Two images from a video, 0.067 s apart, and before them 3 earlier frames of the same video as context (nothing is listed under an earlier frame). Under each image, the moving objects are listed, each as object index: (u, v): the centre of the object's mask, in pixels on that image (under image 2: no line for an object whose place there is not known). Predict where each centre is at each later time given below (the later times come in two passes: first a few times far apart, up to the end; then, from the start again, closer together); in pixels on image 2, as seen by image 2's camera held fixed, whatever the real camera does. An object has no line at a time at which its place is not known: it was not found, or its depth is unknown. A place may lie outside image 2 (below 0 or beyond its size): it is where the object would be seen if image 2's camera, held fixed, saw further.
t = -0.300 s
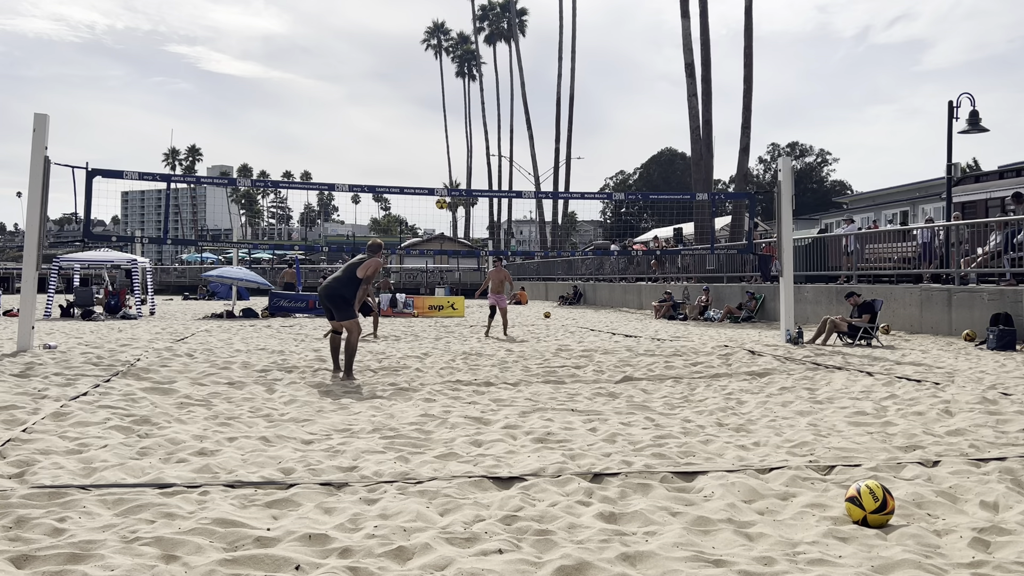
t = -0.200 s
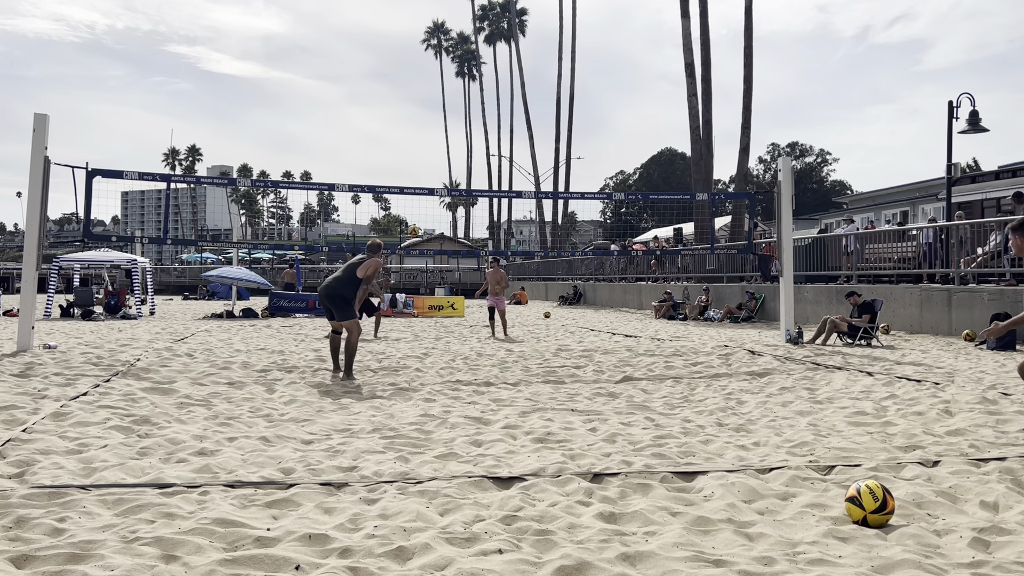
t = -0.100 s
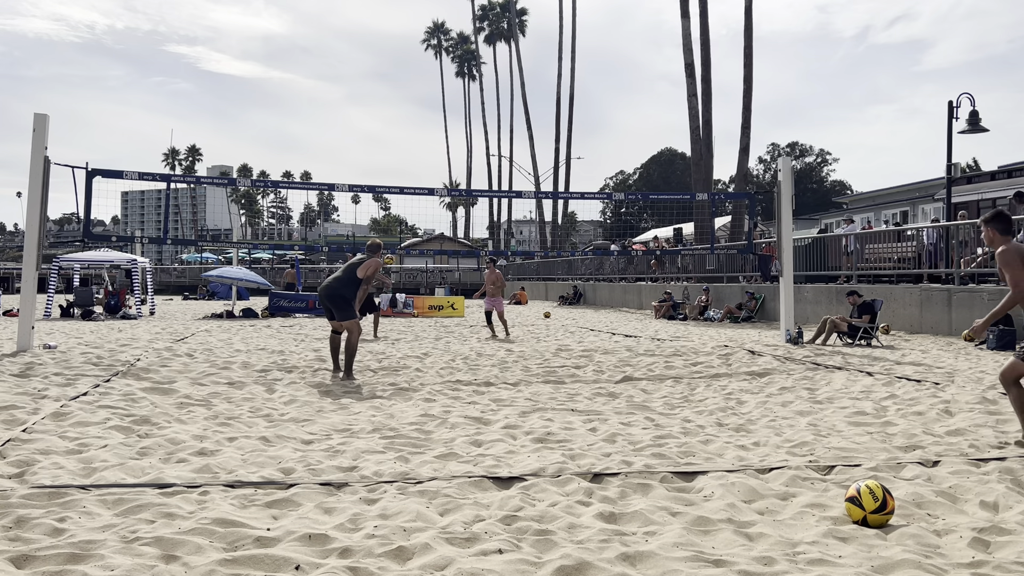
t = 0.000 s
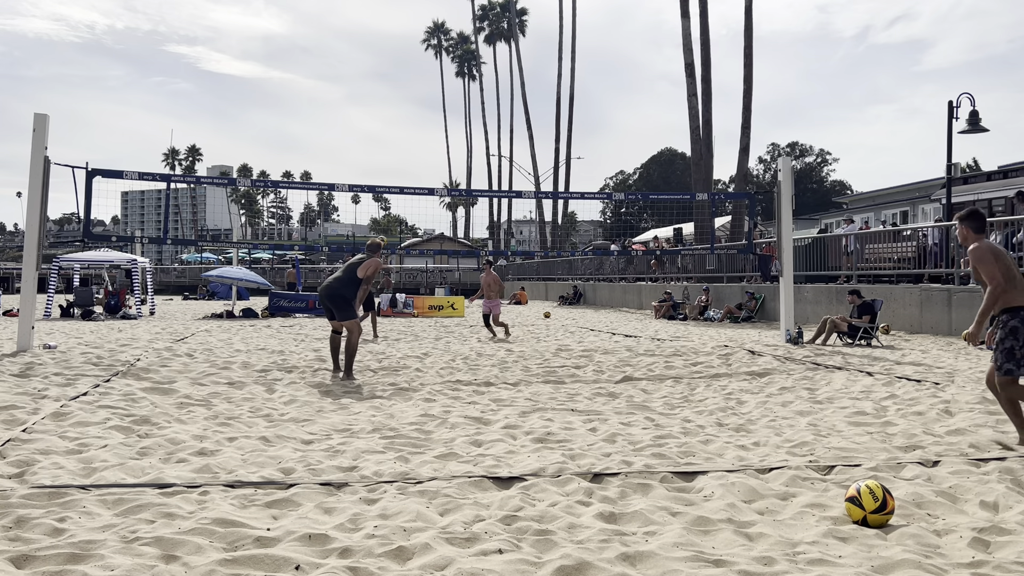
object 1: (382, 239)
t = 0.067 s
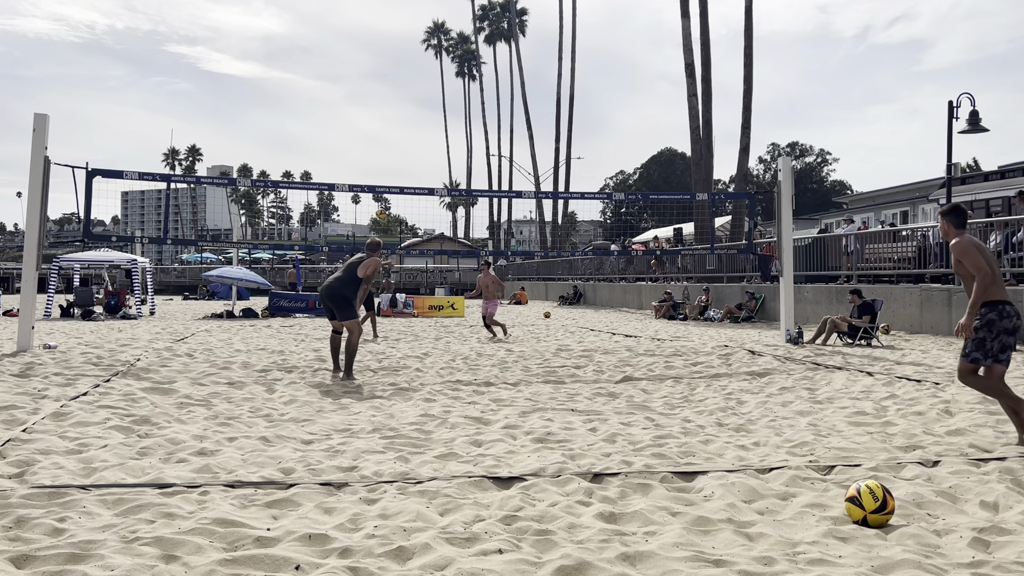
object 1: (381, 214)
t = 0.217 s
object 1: (379, 159)
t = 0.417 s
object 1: (375, 100)
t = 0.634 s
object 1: (370, 58)
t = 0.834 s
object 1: (365, 40)
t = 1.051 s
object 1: (359, 43)
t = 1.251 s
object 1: (354, 70)
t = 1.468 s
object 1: (348, 125)
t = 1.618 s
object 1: (345, 179)
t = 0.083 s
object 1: (381, 207)
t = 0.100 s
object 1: (381, 200)
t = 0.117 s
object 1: (379, 197)
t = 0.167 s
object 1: (379, 176)
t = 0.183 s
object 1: (379, 170)
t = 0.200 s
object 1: (379, 164)
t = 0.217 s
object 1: (379, 159)
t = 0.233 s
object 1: (378, 153)
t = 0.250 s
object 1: (378, 148)
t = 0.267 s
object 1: (378, 143)
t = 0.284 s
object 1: (377, 137)
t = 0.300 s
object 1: (377, 132)
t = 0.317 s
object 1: (377, 127)
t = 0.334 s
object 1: (377, 123)
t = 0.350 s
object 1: (376, 118)
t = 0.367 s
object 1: (376, 113)
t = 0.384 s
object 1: (376, 109)
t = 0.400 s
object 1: (375, 104)
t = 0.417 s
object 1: (375, 100)
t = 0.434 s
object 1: (375, 96)
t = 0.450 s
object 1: (374, 92)
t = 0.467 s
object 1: (374, 89)
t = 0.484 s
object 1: (373, 85)
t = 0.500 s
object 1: (373, 81)
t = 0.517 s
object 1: (373, 78)
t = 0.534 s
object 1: (373, 75)
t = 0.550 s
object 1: (372, 72)
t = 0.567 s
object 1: (372, 69)
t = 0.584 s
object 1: (371, 66)
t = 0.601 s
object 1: (371, 63)
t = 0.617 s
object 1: (370, 61)
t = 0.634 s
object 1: (370, 58)
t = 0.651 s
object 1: (370, 56)
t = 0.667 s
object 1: (369, 54)
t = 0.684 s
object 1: (369, 51)
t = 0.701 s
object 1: (368, 49)
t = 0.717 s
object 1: (368, 48)
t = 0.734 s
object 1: (368, 46)
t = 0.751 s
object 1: (367, 45)
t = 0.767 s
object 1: (367, 43)
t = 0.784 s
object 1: (366, 42)
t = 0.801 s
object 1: (366, 41)
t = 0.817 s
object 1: (365, 40)
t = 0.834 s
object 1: (365, 40)
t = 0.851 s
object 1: (364, 39)
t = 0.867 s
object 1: (364, 38)
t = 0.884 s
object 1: (364, 38)
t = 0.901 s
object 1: (363, 38)
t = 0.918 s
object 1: (363, 38)
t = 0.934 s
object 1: (363, 38)
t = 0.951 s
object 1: (362, 38)
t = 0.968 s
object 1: (361, 38)
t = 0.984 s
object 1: (361, 39)
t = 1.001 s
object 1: (361, 40)
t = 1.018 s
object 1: (360, 41)
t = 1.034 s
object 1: (360, 42)
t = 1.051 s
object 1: (359, 43)
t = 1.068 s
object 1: (359, 44)
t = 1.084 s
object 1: (358, 46)
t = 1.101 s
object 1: (358, 48)
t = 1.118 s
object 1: (357, 49)
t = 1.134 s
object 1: (357, 51)
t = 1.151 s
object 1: (356, 53)
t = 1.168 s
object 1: (356, 56)
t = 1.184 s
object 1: (356, 58)
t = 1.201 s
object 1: (355, 61)
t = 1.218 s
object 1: (355, 63)
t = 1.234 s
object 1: (354, 66)
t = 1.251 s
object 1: (354, 70)
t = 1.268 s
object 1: (353, 73)
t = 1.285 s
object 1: (353, 76)
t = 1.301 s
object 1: (353, 80)
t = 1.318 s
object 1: (352, 84)
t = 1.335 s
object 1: (352, 88)
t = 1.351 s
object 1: (351, 92)
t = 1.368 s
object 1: (351, 96)
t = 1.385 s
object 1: (350, 100)
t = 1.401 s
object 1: (350, 105)
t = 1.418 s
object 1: (349, 110)
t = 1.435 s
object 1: (349, 115)
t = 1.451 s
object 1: (349, 120)
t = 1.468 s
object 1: (348, 125)
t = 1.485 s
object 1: (348, 131)
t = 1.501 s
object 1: (347, 137)
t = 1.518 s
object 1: (347, 142)
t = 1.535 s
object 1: (347, 148)
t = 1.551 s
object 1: (346, 154)
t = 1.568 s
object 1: (346, 161)
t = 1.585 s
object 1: (345, 167)
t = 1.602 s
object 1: (345, 174)
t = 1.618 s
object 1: (345, 179)
